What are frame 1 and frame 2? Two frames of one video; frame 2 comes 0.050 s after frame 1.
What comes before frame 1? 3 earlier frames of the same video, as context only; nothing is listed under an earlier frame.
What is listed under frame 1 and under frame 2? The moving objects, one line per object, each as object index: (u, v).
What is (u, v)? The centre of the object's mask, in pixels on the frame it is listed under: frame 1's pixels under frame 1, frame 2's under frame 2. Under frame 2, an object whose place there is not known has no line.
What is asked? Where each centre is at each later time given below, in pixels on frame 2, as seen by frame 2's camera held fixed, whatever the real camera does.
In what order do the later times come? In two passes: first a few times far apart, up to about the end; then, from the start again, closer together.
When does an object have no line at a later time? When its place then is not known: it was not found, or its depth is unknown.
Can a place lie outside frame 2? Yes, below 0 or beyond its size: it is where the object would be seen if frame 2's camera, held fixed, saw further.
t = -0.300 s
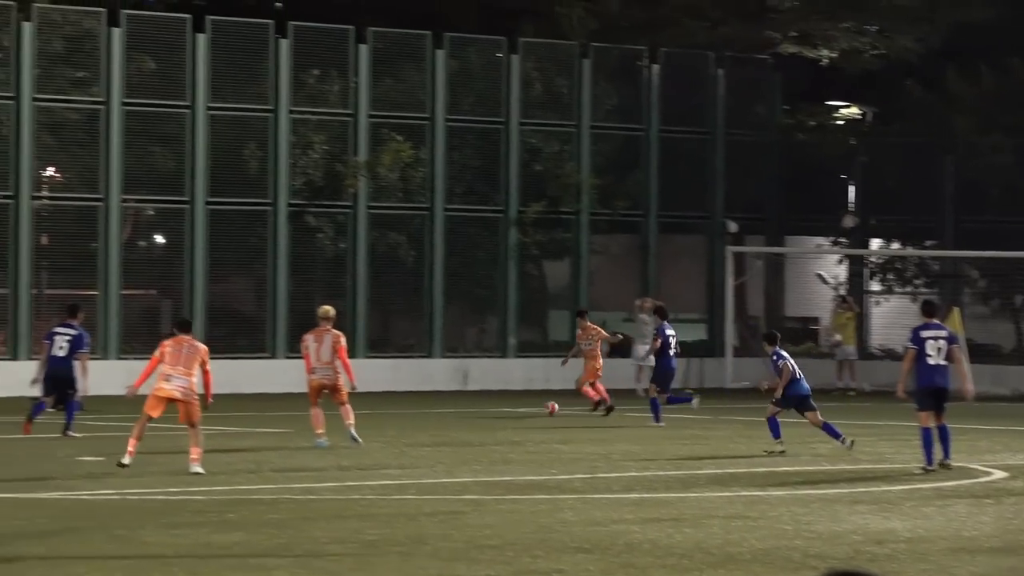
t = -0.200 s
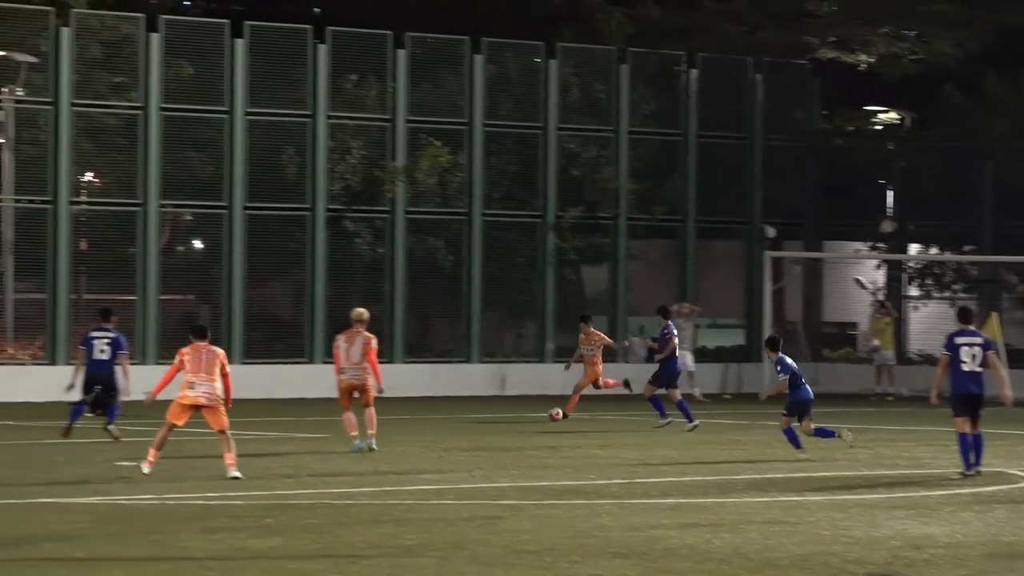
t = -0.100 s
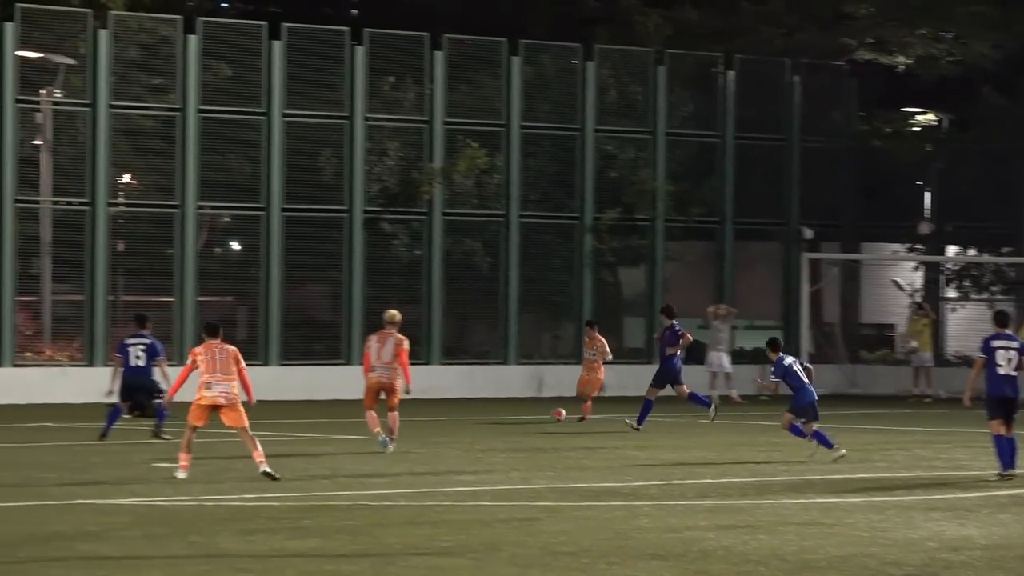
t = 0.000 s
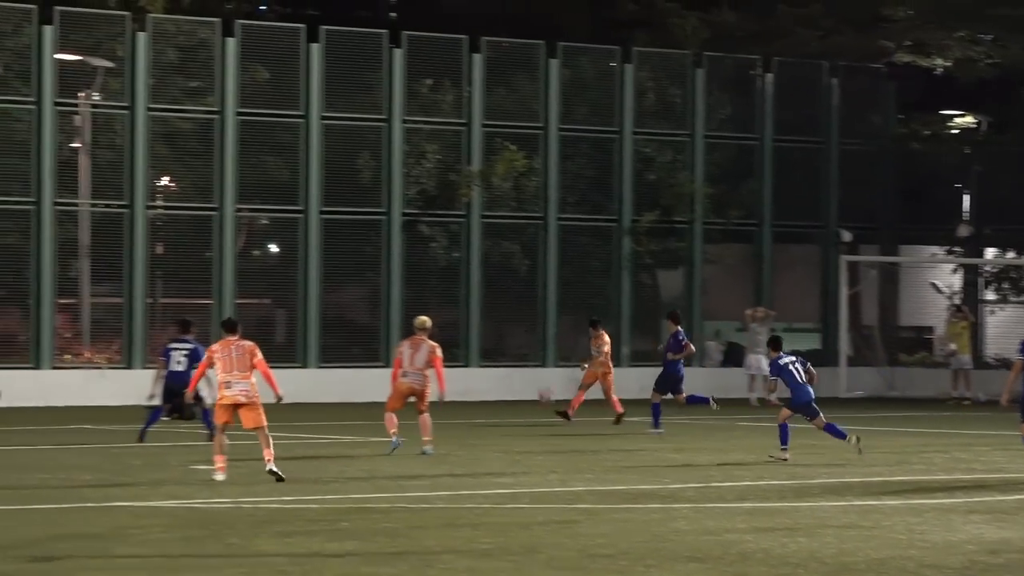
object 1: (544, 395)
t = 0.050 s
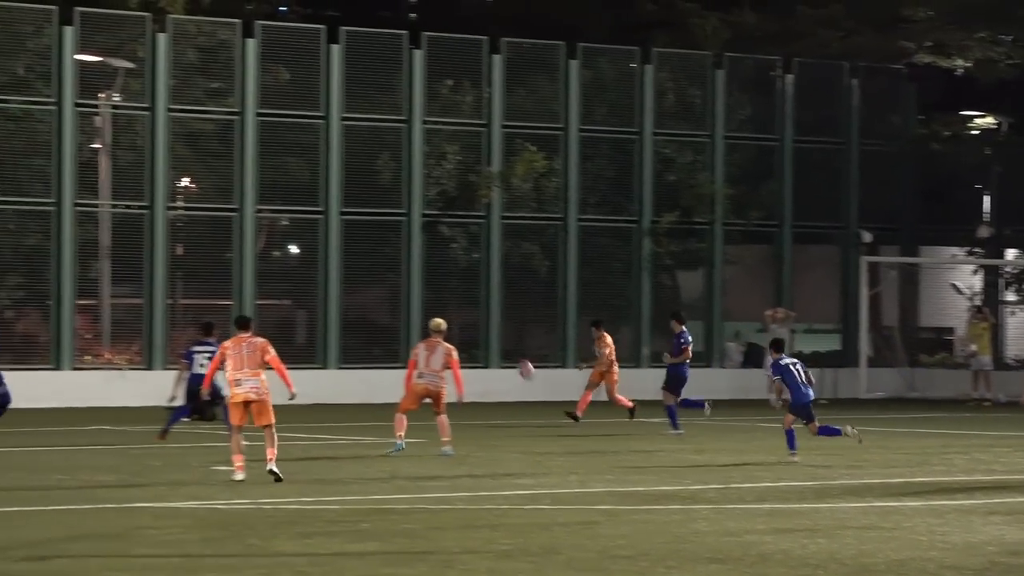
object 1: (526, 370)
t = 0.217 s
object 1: (398, 290)
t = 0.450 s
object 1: (215, 194)
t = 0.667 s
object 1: (46, 124)
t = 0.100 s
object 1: (487, 344)
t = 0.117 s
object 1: (475, 337)
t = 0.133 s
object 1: (462, 329)
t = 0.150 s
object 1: (449, 321)
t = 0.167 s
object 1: (436, 313)
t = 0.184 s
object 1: (425, 306)
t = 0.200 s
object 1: (410, 297)
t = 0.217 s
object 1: (398, 290)
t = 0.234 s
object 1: (385, 283)
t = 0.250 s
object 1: (372, 275)
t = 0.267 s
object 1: (360, 268)
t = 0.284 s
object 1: (347, 261)
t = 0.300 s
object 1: (333, 254)
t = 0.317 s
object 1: (320, 247)
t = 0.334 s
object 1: (307, 240)
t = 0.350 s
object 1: (294, 233)
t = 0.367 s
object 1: (281, 226)
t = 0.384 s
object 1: (268, 221)
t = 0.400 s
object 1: (255, 213)
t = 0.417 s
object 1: (242, 207)
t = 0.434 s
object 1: (228, 201)
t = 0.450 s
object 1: (215, 194)
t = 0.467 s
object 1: (203, 188)
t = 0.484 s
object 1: (189, 182)
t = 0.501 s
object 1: (177, 176)
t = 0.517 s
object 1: (163, 171)
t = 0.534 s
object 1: (149, 165)
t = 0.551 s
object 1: (136, 159)
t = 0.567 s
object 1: (123, 154)
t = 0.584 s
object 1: (110, 148)
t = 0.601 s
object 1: (97, 144)
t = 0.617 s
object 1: (85, 138)
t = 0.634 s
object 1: (71, 134)
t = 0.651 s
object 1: (58, 128)
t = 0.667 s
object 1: (46, 124)
